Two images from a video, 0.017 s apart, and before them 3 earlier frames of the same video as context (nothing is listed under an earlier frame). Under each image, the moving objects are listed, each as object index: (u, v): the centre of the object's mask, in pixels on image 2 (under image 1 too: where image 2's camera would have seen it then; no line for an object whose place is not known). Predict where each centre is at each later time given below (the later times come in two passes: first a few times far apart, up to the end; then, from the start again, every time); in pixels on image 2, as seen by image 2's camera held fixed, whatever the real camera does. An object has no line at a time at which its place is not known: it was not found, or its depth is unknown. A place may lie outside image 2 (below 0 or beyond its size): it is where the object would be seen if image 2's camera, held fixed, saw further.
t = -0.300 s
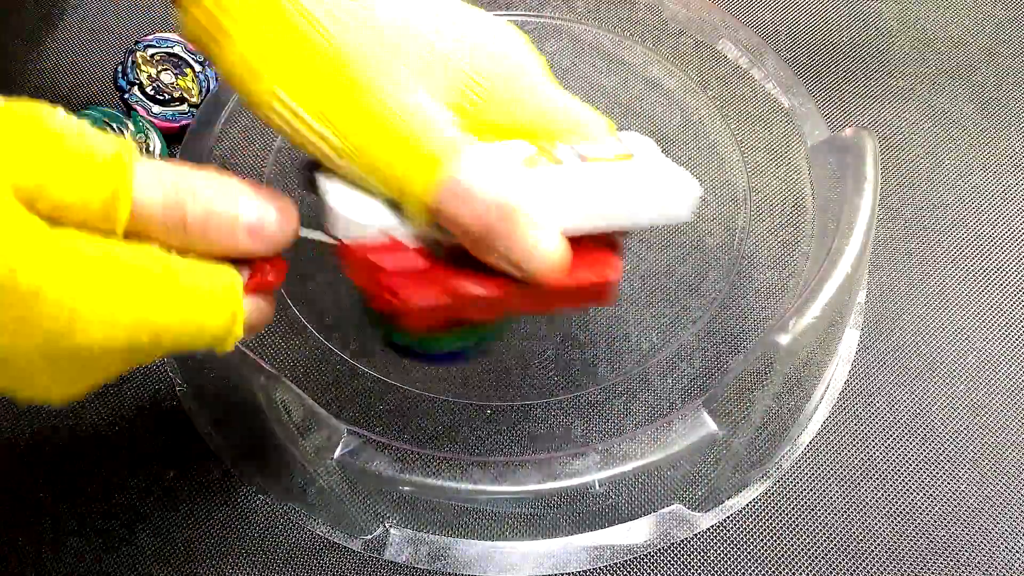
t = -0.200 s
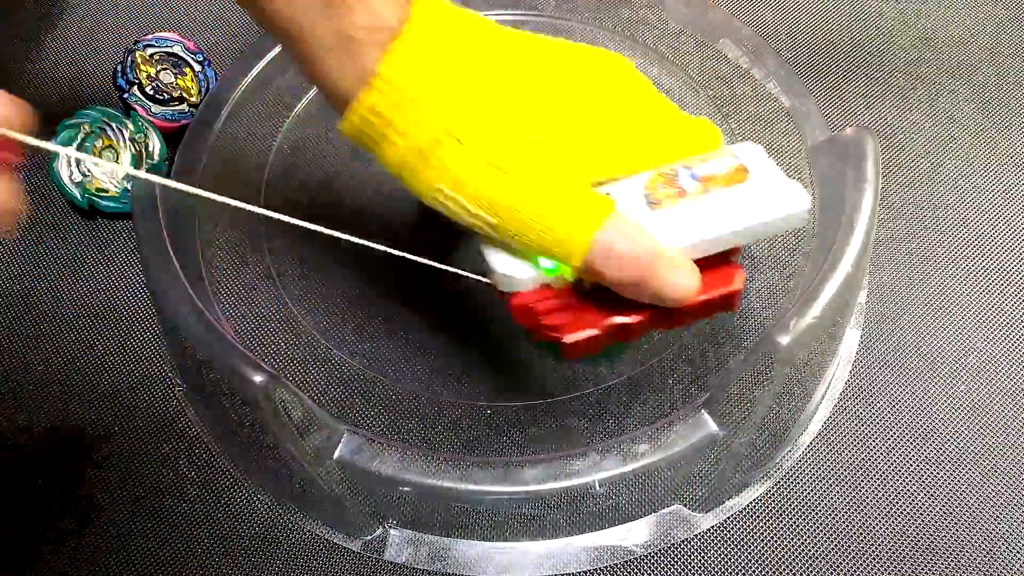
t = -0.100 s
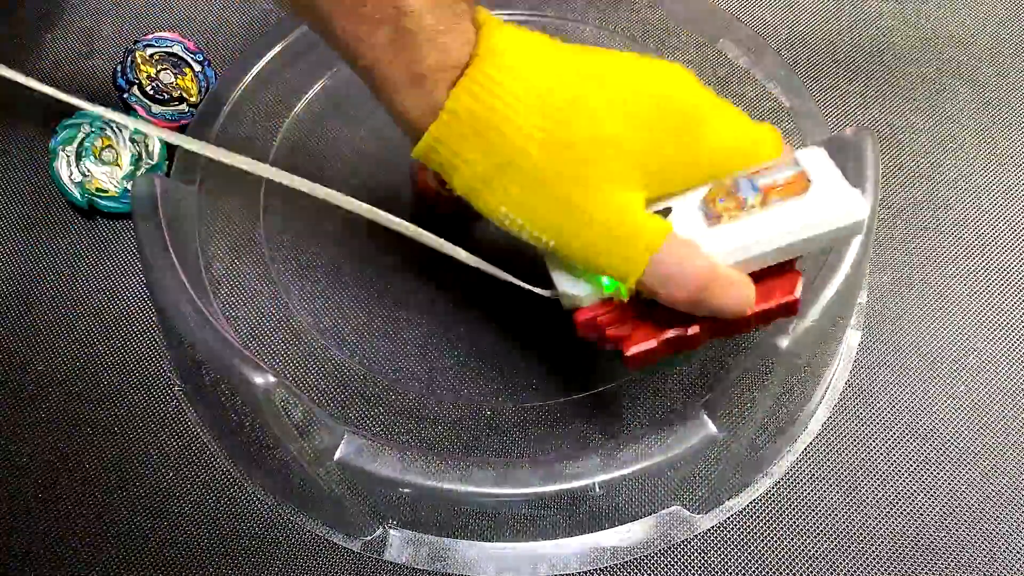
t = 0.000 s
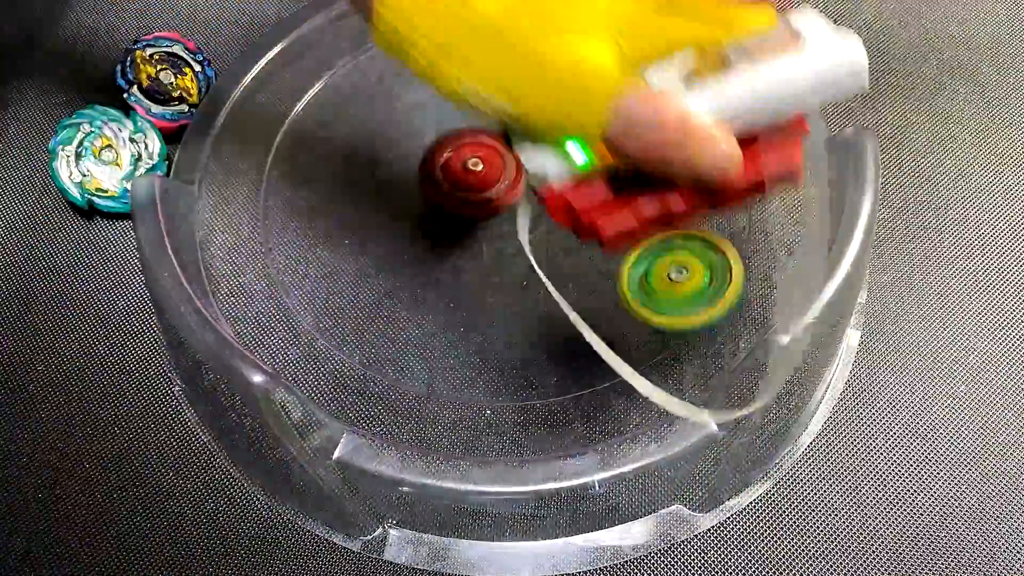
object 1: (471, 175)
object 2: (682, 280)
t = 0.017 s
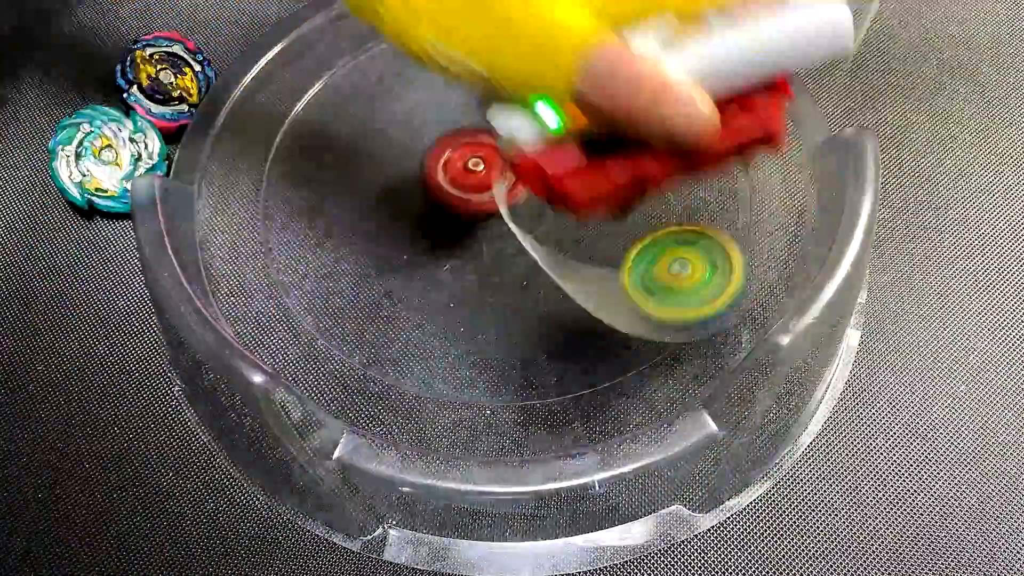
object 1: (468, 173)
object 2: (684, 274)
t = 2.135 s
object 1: (454, 259)
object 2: (540, 100)
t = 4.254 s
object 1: (495, 136)
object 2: (521, 261)
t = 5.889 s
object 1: (613, 153)
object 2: (421, 108)
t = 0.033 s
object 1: (471, 178)
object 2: (686, 266)
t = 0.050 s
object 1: (475, 173)
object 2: (687, 258)
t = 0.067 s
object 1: (476, 170)
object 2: (688, 248)
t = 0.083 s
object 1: (476, 168)
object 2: (689, 237)
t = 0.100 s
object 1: (477, 166)
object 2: (690, 227)
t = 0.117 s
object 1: (478, 165)
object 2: (689, 217)
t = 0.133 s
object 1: (479, 164)
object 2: (687, 205)
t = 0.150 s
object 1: (481, 163)
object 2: (684, 195)
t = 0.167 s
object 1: (482, 161)
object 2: (677, 184)
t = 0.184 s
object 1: (484, 160)
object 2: (669, 173)
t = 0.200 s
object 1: (485, 159)
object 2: (660, 163)
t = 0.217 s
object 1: (487, 159)
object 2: (648, 152)
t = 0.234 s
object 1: (488, 158)
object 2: (634, 144)
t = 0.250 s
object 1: (489, 159)
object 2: (617, 137)
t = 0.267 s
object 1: (489, 159)
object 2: (601, 129)
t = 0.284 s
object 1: (485, 160)
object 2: (589, 122)
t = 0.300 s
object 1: (475, 161)
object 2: (584, 115)
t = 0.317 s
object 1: (466, 163)
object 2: (580, 109)
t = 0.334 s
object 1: (458, 164)
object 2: (573, 104)
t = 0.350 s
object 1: (452, 166)
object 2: (565, 101)
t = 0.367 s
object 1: (447, 167)
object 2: (558, 99)
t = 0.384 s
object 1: (443, 170)
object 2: (550, 98)
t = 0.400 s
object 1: (441, 172)
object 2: (540, 99)
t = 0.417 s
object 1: (440, 175)
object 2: (529, 101)
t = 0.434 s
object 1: (441, 177)
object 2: (518, 104)
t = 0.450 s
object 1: (439, 181)
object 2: (510, 108)
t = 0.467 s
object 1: (434, 188)
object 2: (506, 108)
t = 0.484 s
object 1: (430, 194)
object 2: (502, 110)
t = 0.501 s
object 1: (427, 201)
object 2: (498, 113)
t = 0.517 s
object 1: (425, 207)
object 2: (492, 117)
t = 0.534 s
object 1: (426, 212)
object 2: (485, 121)
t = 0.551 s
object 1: (427, 216)
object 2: (479, 126)
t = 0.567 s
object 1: (430, 220)
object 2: (475, 132)
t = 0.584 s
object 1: (431, 227)
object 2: (474, 135)
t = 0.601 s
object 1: (430, 235)
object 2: (475, 137)
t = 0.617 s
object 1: (431, 244)
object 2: (476, 138)
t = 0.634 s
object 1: (432, 249)
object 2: (479, 139)
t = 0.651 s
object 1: (436, 255)
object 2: (482, 141)
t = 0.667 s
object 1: (441, 259)
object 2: (485, 144)
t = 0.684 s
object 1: (448, 263)
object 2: (486, 147)
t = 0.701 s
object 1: (455, 266)
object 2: (488, 149)
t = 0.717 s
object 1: (461, 268)
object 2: (492, 151)
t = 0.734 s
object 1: (468, 267)
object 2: (496, 155)
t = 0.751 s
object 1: (475, 266)
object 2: (499, 158)
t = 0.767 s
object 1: (484, 263)
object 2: (500, 161)
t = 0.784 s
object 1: (492, 261)
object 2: (504, 164)
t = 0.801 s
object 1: (500, 259)
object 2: (507, 166)
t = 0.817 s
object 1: (499, 269)
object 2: (516, 156)
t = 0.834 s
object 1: (493, 295)
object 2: (530, 131)
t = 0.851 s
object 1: (488, 315)
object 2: (543, 107)
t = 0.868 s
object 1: (481, 334)
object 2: (555, 85)
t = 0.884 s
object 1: (478, 351)
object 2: (565, 63)
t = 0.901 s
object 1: (474, 367)
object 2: (573, 45)
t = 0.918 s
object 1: (475, 374)
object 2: (579, 33)
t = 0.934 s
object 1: (476, 380)
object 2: (585, 24)
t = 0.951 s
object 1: (477, 389)
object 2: (587, 18)
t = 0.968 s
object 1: (481, 393)
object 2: (587, 12)
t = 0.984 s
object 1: (483, 399)
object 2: (583, 8)
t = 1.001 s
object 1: (487, 403)
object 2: (580, 5)
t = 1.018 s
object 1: (490, 407)
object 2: (571, 6)
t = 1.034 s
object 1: (496, 409)
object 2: (563, 8)
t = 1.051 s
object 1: (500, 412)
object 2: (555, 8)
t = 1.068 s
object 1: (505, 412)
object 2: (546, 10)
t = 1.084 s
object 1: (509, 411)
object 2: (538, 13)
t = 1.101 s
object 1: (513, 411)
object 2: (529, 15)
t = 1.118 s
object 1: (516, 408)
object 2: (520, 17)
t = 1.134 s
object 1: (521, 407)
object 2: (512, 20)
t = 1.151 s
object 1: (526, 404)
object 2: (502, 23)
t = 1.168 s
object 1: (529, 401)
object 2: (493, 26)
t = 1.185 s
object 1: (532, 395)
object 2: (485, 29)
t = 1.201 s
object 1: (534, 393)
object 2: (477, 33)
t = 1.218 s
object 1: (537, 386)
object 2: (469, 39)
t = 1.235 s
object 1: (538, 381)
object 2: (461, 48)
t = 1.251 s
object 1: (539, 373)
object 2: (454, 57)
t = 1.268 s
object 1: (539, 368)
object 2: (448, 67)
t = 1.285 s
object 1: (540, 362)
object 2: (444, 79)
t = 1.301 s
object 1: (538, 355)
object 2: (441, 91)
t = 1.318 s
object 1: (538, 347)
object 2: (440, 104)
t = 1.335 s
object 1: (536, 341)
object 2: (440, 116)
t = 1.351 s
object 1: (536, 330)
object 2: (442, 128)
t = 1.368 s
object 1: (533, 322)
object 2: (445, 139)
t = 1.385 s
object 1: (531, 312)
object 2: (451, 151)
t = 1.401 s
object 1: (528, 307)
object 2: (457, 161)
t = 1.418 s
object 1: (528, 298)
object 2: (465, 172)
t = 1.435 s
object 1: (524, 290)
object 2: (474, 181)
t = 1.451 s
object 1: (521, 283)
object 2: (484, 189)
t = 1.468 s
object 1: (517, 288)
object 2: (496, 184)
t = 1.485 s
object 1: (513, 305)
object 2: (508, 163)
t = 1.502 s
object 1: (510, 322)
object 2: (518, 142)
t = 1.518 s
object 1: (505, 339)
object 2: (528, 124)
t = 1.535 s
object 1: (501, 349)
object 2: (537, 109)
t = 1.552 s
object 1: (499, 358)
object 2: (543, 95)
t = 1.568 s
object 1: (499, 361)
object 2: (550, 80)
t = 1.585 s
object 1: (498, 360)
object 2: (554, 69)
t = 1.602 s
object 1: (499, 360)
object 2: (557, 58)
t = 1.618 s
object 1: (501, 359)
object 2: (558, 47)
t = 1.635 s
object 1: (503, 355)
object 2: (557, 39)
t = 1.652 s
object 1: (503, 354)
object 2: (555, 34)
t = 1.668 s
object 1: (506, 347)
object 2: (551, 31)
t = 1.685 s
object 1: (506, 343)
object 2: (547, 27)
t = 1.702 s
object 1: (504, 339)
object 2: (542, 24)
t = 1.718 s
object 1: (504, 335)
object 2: (536, 22)
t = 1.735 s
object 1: (505, 328)
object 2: (530, 20)
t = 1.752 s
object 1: (505, 325)
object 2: (523, 19)
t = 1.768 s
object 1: (504, 320)
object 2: (517, 18)
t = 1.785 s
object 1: (503, 316)
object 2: (509, 18)
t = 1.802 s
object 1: (503, 309)
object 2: (502, 19)
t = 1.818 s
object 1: (502, 304)
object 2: (496, 19)
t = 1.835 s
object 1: (500, 301)
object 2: (488, 21)
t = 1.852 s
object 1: (498, 295)
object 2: (482, 23)
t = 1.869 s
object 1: (496, 290)
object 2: (476, 25)
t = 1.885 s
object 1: (494, 285)
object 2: (471, 29)
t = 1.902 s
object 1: (493, 277)
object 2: (467, 34)
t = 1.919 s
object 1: (492, 273)
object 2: (463, 41)
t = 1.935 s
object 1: (490, 268)
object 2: (460, 51)
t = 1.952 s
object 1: (488, 262)
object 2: (459, 63)
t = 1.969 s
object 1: (486, 256)
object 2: (458, 75)
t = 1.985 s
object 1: (485, 252)
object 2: (460, 88)
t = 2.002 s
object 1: (483, 246)
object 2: (463, 100)
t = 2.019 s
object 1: (480, 241)
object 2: (467, 111)
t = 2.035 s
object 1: (479, 234)
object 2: (473, 122)
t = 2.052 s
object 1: (477, 229)
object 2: (480, 133)
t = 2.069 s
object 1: (474, 234)
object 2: (492, 133)
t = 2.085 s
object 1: (468, 239)
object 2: (504, 124)
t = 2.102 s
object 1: (462, 248)
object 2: (516, 116)
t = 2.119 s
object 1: (458, 255)
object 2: (528, 108)
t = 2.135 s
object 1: (454, 259)
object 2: (540, 100)
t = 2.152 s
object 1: (450, 262)
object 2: (550, 93)
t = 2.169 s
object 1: (446, 260)
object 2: (560, 85)
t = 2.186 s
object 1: (443, 262)
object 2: (568, 77)
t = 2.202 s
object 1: (443, 260)
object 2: (575, 70)
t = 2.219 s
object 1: (442, 258)
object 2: (579, 63)
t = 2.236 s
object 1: (442, 255)
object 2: (583, 56)
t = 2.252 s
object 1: (443, 249)
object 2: (585, 50)
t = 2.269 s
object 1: (443, 246)
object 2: (586, 46)
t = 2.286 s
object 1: (445, 243)
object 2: (585, 42)
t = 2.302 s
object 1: (447, 238)
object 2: (585, 41)
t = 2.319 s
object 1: (448, 234)
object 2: (584, 41)
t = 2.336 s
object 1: (451, 228)
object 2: (582, 39)
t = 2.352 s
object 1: (453, 223)
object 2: (580, 38)
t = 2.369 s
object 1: (456, 217)
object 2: (579, 38)
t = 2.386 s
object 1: (459, 212)
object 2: (574, 38)
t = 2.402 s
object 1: (462, 207)
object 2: (569, 39)
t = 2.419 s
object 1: (464, 201)
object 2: (566, 40)
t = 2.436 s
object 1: (467, 197)
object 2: (562, 42)
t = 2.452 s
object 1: (470, 191)
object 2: (559, 44)
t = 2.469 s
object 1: (472, 186)
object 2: (555, 49)
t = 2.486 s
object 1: (475, 183)
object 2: (551, 51)
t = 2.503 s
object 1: (478, 177)
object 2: (547, 55)
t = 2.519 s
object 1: (481, 174)
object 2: (545, 59)
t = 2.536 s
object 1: (483, 170)
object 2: (542, 65)
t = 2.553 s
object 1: (485, 166)
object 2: (540, 71)
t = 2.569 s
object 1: (488, 163)
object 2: (539, 76)
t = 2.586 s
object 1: (488, 163)
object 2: (543, 77)
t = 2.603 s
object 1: (486, 167)
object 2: (548, 76)
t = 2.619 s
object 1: (485, 166)
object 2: (553, 76)
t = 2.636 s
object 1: (483, 168)
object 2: (559, 75)
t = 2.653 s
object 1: (482, 168)
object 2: (563, 76)
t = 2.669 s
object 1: (481, 168)
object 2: (566, 77)
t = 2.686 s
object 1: (483, 167)
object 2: (570, 78)
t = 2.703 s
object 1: (483, 166)
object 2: (574, 79)
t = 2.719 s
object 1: (484, 167)
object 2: (576, 80)
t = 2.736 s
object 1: (486, 166)
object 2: (578, 81)
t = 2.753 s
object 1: (487, 166)
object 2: (579, 82)
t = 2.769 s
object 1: (489, 164)
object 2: (580, 84)
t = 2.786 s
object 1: (492, 163)
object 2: (582, 86)
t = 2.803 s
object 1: (495, 162)
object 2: (585, 87)
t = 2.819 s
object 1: (498, 161)
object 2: (588, 89)
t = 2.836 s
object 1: (501, 161)
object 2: (590, 91)
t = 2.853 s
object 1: (504, 161)
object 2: (592, 95)
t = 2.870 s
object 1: (504, 161)
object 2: (596, 97)
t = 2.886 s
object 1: (499, 163)
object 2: (609, 97)
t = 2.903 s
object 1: (493, 166)
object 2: (619, 96)
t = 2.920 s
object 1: (489, 167)
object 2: (626, 96)
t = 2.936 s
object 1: (486, 168)
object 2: (631, 96)
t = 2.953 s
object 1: (484, 170)
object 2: (636, 97)
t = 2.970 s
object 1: (482, 171)
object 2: (641, 97)
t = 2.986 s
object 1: (482, 172)
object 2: (644, 96)
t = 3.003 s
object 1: (483, 172)
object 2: (645, 97)
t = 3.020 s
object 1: (484, 173)
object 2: (645, 99)
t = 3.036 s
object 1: (486, 174)
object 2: (645, 99)
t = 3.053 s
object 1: (488, 176)
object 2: (645, 99)
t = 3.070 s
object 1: (492, 176)
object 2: (645, 99)
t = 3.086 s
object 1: (493, 178)
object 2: (643, 99)
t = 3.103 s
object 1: (496, 179)
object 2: (642, 100)
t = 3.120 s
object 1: (498, 180)
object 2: (643, 102)
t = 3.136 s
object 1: (500, 180)
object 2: (641, 103)
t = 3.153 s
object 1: (503, 181)
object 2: (639, 106)
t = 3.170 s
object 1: (505, 182)
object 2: (636, 110)
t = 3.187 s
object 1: (508, 183)
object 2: (635, 113)
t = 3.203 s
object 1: (510, 183)
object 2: (633, 116)
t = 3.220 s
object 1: (513, 184)
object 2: (630, 120)
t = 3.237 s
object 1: (515, 185)
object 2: (627, 123)
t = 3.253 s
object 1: (517, 186)
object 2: (625, 127)
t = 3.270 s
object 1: (519, 187)
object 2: (622, 131)
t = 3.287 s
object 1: (520, 188)
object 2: (621, 135)
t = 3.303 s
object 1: (497, 192)
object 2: (643, 131)
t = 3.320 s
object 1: (472, 196)
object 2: (668, 128)
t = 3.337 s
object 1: (448, 198)
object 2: (690, 123)
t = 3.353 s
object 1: (428, 200)
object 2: (707, 121)
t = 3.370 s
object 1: (408, 204)
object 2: (723, 119)
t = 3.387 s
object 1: (392, 204)
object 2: (737, 116)
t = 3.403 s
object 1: (375, 206)
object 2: (738, 112)
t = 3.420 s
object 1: (363, 208)
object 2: (739, 111)
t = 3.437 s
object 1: (351, 209)
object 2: (740, 111)
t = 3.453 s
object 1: (344, 211)
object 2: (741, 110)
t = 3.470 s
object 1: (338, 211)
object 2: (741, 111)
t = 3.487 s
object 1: (334, 214)
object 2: (742, 110)
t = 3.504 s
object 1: (332, 216)
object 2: (742, 109)
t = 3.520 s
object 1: (333, 217)
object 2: (742, 111)
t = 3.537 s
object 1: (334, 220)
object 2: (742, 111)
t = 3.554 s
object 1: (336, 222)
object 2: (741, 111)
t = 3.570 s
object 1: (339, 225)
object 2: (739, 113)
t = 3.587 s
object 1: (342, 227)
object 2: (739, 115)
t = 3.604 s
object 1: (346, 230)
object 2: (736, 116)
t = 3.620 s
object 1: (349, 230)
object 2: (730, 120)
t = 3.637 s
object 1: (353, 231)
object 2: (724, 124)
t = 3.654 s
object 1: (357, 233)
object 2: (719, 126)
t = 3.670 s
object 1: (360, 232)
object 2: (711, 130)
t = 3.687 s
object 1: (364, 232)
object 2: (706, 133)
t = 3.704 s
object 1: (368, 231)
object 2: (700, 136)
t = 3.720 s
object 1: (373, 231)
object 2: (694, 140)
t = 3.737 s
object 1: (376, 230)
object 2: (689, 144)
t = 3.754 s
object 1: (380, 229)
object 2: (685, 148)
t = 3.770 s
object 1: (383, 226)
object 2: (678, 153)
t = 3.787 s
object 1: (387, 225)
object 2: (672, 158)
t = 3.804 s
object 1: (389, 223)
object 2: (666, 162)
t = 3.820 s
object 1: (393, 221)
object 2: (659, 167)
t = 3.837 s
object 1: (396, 219)
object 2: (651, 172)
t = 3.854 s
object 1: (400, 216)
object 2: (645, 176)
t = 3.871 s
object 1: (403, 215)
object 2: (637, 180)
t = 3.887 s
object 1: (408, 211)
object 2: (630, 185)
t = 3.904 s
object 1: (413, 208)
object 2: (623, 189)
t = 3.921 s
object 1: (416, 204)
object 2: (615, 193)
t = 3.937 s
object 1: (419, 200)
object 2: (608, 196)
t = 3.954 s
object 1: (423, 199)
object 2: (602, 200)
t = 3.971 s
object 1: (429, 195)
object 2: (595, 204)
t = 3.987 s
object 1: (433, 194)
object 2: (588, 207)
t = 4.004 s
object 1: (436, 192)
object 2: (583, 209)
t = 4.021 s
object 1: (441, 190)
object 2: (576, 213)
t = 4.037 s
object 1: (446, 187)
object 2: (571, 215)
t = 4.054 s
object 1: (451, 183)
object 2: (566, 218)
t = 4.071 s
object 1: (455, 179)
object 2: (560, 221)
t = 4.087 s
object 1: (459, 175)
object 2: (554, 223)
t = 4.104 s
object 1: (463, 173)
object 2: (549, 227)
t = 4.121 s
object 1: (467, 170)
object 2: (543, 230)
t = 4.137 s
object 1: (469, 166)
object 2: (541, 238)
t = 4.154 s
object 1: (472, 159)
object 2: (538, 246)
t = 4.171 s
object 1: (477, 152)
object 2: (536, 250)
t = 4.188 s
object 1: (479, 147)
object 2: (533, 253)
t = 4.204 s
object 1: (483, 144)
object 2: (529, 256)
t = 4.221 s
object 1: (486, 141)
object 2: (527, 258)
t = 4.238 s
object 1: (491, 138)
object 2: (523, 260)
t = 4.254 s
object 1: (495, 136)
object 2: (521, 261)
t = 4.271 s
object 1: (500, 135)
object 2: (519, 262)
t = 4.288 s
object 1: (504, 134)
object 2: (514, 261)
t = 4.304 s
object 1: (509, 132)
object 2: (512, 262)
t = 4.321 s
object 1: (513, 131)
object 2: (509, 261)
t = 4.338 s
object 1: (517, 130)
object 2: (504, 260)
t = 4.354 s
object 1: (522, 129)
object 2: (503, 260)
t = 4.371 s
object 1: (526, 129)
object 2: (500, 258)
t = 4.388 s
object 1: (531, 129)
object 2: (496, 257)
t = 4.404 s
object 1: (536, 129)
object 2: (494, 255)
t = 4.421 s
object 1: (541, 128)
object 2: (491, 253)
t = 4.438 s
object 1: (545, 128)
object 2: (490, 251)
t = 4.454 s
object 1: (547, 128)
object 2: (489, 249)
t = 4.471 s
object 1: (552, 128)
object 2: (487, 246)
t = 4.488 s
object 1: (555, 130)
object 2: (488, 245)
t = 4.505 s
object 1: (559, 130)
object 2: (487, 243)
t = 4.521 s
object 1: (563, 131)
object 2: (485, 242)
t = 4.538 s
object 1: (567, 133)
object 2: (486, 241)
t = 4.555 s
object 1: (570, 133)
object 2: (483, 240)
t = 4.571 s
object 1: (572, 135)
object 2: (482, 239)
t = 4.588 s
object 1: (575, 137)
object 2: (481, 237)
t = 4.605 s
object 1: (577, 139)
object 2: (478, 235)
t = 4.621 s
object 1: (579, 141)
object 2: (478, 235)
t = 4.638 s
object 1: (581, 144)
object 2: (475, 233)
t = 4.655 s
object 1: (583, 145)
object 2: (473, 232)
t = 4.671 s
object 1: (585, 147)
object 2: (472, 230)
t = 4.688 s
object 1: (585, 150)
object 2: (469, 227)
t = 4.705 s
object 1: (586, 153)
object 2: (469, 227)
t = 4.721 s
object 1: (587, 156)
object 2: (467, 225)
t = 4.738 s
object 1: (588, 159)
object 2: (465, 224)
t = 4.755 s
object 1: (589, 160)
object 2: (465, 221)
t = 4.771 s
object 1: (590, 163)
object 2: (462, 218)
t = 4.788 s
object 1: (590, 166)
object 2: (462, 217)
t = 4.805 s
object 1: (589, 170)
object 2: (461, 213)
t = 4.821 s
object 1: (588, 173)
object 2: (459, 212)
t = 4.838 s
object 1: (588, 175)
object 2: (459, 210)
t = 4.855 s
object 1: (588, 178)
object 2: (458, 206)
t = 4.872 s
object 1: (588, 180)
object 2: (458, 205)
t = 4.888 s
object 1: (586, 183)
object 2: (459, 201)
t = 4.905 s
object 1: (585, 186)
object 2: (458, 199)
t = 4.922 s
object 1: (582, 189)
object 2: (459, 197)
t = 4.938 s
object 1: (580, 192)
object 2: (459, 193)
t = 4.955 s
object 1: (578, 196)
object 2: (460, 192)
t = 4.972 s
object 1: (575, 197)
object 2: (461, 189)
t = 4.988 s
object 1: (573, 200)
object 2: (460, 187)
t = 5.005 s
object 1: (575, 205)
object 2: (457, 181)
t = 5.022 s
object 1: (592, 224)
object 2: (442, 158)
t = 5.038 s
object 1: (610, 227)
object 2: (433, 134)
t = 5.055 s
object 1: (624, 237)
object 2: (420, 113)
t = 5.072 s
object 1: (642, 246)
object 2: (411, 96)
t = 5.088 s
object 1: (649, 254)
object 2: (400, 84)
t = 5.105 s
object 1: (658, 262)
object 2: (393, 71)
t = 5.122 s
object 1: (663, 267)
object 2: (388, 69)
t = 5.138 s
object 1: (665, 273)
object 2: (381, 57)
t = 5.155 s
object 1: (669, 274)
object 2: (394, 64)
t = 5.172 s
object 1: (667, 277)
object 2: (403, 76)
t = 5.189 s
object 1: (666, 277)
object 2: (411, 93)
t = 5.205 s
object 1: (663, 279)
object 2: (418, 111)
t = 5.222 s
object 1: (659, 281)
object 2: (425, 127)
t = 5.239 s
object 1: (657, 280)
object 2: (433, 130)
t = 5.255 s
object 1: (651, 281)
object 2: (440, 135)
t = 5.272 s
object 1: (649, 279)
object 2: (449, 142)
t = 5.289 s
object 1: (644, 280)
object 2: (456, 155)
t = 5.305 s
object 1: (640, 279)
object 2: (465, 169)
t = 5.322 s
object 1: (638, 277)
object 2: (473, 182)
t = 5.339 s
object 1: (631, 277)
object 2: (480, 188)
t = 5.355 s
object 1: (629, 275)
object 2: (486, 197)
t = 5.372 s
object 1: (623, 273)
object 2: (493, 210)
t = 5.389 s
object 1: (619, 271)
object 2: (500, 224)
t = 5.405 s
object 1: (614, 268)
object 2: (508, 231)
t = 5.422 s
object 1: (608, 265)
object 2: (513, 240)
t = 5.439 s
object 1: (611, 264)
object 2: (512, 239)
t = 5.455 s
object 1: (614, 265)
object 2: (498, 229)
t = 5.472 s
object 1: (619, 263)
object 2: (483, 217)
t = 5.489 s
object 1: (619, 263)
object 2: (466, 205)
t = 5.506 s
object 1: (618, 262)
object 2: (451, 192)
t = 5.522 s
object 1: (619, 257)
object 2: (438, 184)
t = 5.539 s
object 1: (613, 255)
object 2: (427, 172)
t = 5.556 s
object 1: (614, 250)
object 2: (416, 163)
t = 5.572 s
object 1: (609, 246)
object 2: (406, 153)
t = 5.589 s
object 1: (608, 242)
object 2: (398, 142)
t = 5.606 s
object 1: (608, 235)
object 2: (390, 132)
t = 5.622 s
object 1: (605, 233)
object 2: (382, 125)
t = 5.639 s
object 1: (607, 226)
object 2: (377, 118)
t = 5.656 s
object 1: (604, 222)
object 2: (373, 111)
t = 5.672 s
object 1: (604, 220)
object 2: (370, 106)
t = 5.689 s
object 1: (604, 211)
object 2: (369, 100)
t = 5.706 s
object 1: (604, 209)
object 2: (368, 99)
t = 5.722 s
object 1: (605, 202)
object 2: (368, 94)
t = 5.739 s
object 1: (604, 198)
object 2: (370, 93)
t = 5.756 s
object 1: (607, 193)
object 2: (373, 92)
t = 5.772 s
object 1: (605, 187)
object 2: (376, 92)
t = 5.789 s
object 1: (608, 184)
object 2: (381, 91)
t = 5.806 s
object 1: (607, 178)
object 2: (385, 91)
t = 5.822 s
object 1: (609, 173)
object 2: (391, 95)
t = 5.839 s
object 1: (610, 168)
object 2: (397, 95)
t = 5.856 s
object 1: (610, 164)
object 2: (405, 100)
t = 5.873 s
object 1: (612, 161)
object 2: (413, 105)
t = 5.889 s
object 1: (613, 153)
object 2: (421, 108)
